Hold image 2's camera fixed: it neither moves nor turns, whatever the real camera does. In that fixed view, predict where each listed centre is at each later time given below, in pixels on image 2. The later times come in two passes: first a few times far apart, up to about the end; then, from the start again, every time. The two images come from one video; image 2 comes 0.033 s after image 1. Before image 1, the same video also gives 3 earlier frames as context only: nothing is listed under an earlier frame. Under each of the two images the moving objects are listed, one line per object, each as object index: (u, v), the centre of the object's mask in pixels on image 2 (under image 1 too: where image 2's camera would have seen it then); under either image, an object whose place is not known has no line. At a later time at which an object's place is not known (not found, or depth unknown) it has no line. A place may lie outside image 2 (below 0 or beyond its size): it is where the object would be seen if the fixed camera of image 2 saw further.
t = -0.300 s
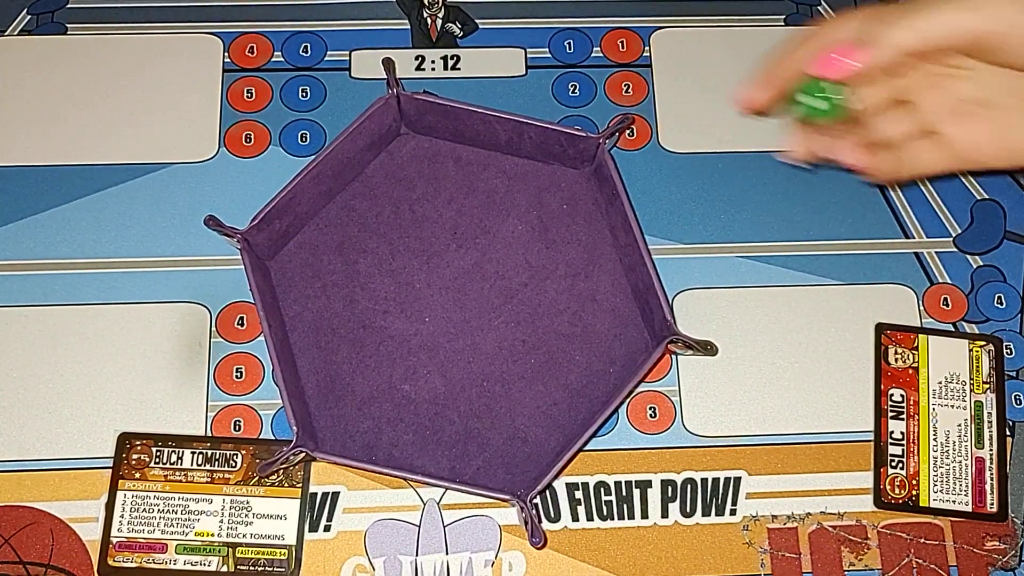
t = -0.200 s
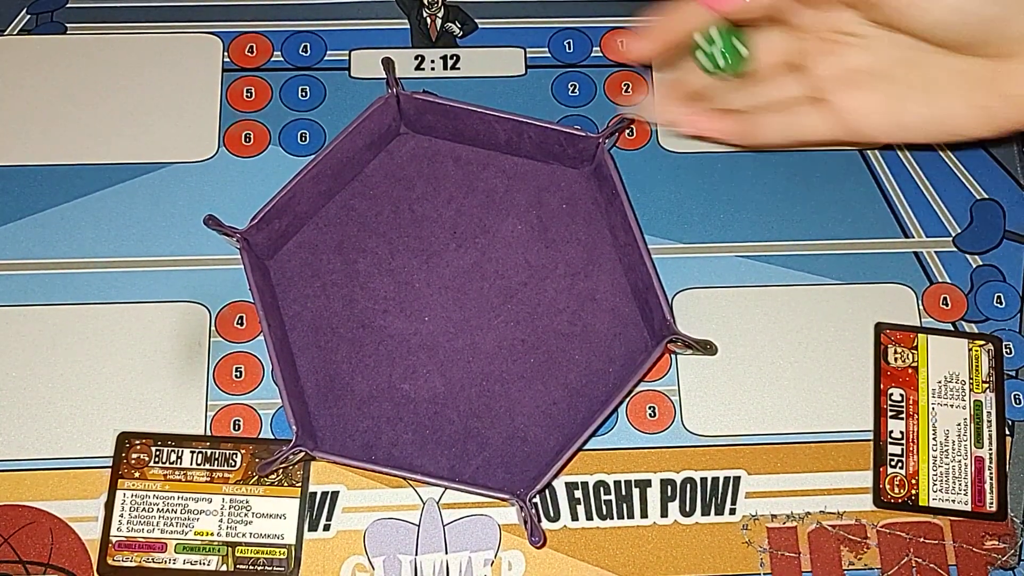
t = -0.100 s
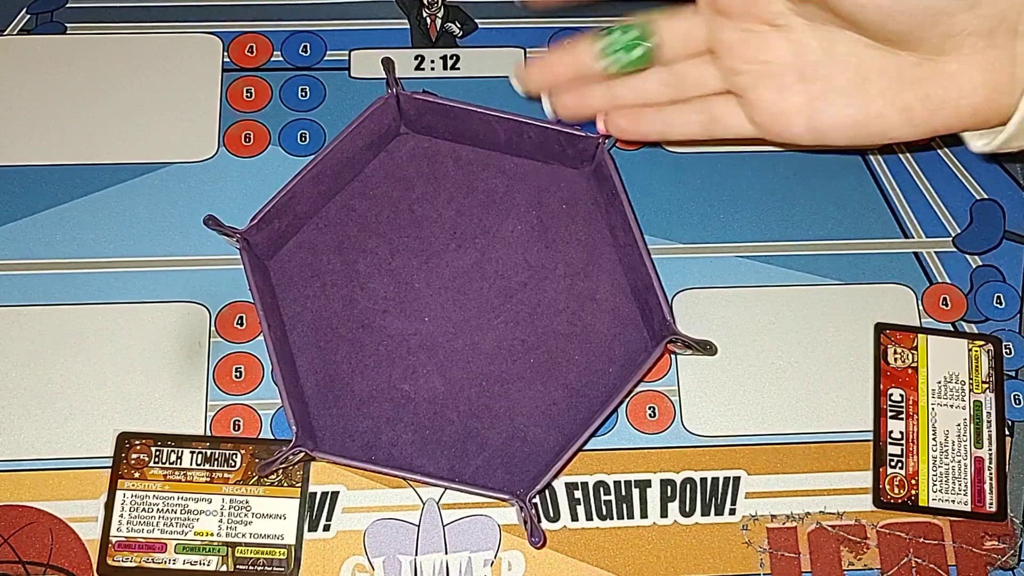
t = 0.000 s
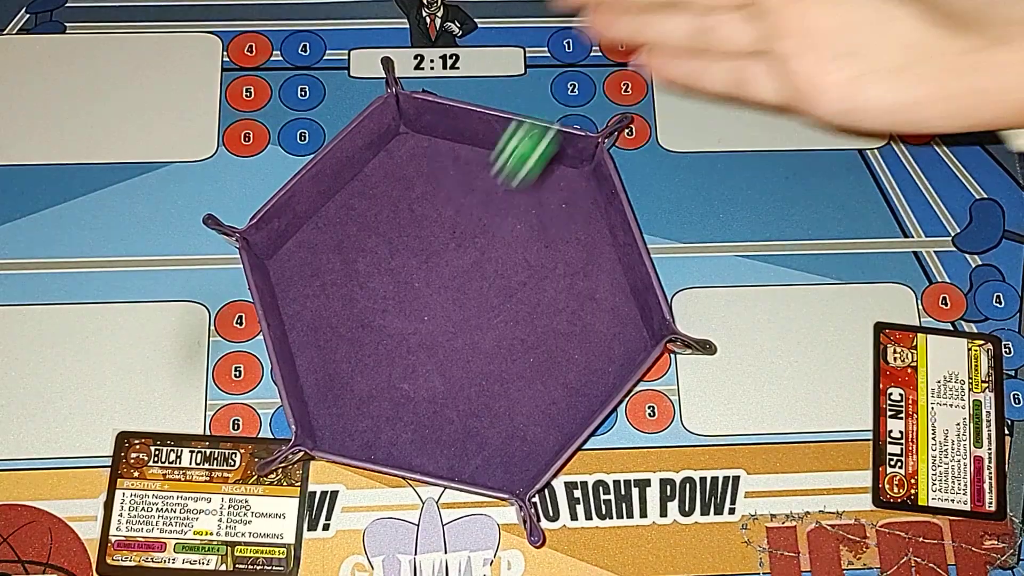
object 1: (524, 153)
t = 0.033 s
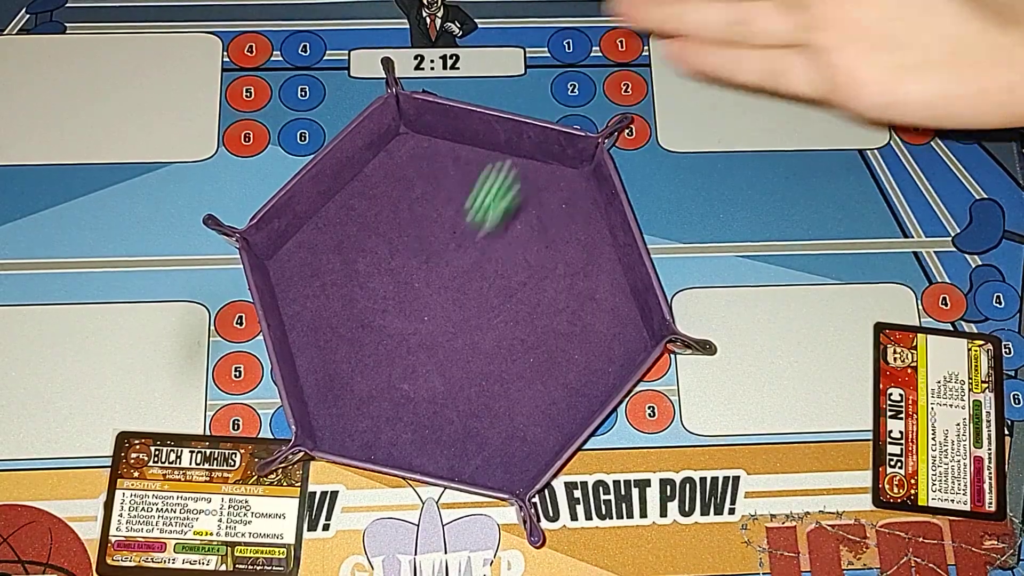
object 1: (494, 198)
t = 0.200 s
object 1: (409, 330)
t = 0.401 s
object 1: (349, 431)
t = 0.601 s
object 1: (349, 432)
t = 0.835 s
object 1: (346, 433)
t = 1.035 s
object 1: (346, 433)
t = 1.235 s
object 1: (346, 433)
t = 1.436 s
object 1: (346, 433)
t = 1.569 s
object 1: (346, 433)
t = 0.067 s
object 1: (465, 251)
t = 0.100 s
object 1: (450, 274)
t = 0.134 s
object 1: (434, 288)
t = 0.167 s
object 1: (424, 311)
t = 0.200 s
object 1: (409, 330)
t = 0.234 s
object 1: (395, 350)
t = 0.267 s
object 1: (380, 366)
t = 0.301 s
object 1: (370, 388)
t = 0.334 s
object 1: (363, 405)
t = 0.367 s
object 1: (355, 422)
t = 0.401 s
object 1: (349, 431)
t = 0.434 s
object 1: (350, 429)
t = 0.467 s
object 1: (350, 430)
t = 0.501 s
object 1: (351, 432)
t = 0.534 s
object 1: (351, 432)
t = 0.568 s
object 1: (350, 432)
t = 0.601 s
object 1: (349, 432)
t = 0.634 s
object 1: (348, 432)
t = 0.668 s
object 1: (347, 432)
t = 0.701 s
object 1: (346, 433)
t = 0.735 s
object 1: (346, 433)
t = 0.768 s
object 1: (346, 433)
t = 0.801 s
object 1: (346, 433)
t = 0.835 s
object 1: (346, 433)
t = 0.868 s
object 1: (346, 433)
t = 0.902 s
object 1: (346, 433)
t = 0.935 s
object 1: (346, 433)
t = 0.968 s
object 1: (346, 433)
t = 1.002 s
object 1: (346, 433)
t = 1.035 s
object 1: (346, 433)
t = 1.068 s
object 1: (346, 433)
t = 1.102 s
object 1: (346, 433)
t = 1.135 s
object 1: (346, 433)
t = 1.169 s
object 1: (346, 433)
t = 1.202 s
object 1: (346, 433)
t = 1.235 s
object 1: (346, 433)
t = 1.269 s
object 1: (346, 433)
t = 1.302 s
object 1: (346, 433)
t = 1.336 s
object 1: (346, 433)
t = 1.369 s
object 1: (346, 433)
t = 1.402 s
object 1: (346, 433)
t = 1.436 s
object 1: (346, 433)
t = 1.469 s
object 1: (346, 433)
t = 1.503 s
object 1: (346, 433)
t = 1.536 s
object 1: (346, 433)
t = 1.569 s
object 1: (346, 433)
